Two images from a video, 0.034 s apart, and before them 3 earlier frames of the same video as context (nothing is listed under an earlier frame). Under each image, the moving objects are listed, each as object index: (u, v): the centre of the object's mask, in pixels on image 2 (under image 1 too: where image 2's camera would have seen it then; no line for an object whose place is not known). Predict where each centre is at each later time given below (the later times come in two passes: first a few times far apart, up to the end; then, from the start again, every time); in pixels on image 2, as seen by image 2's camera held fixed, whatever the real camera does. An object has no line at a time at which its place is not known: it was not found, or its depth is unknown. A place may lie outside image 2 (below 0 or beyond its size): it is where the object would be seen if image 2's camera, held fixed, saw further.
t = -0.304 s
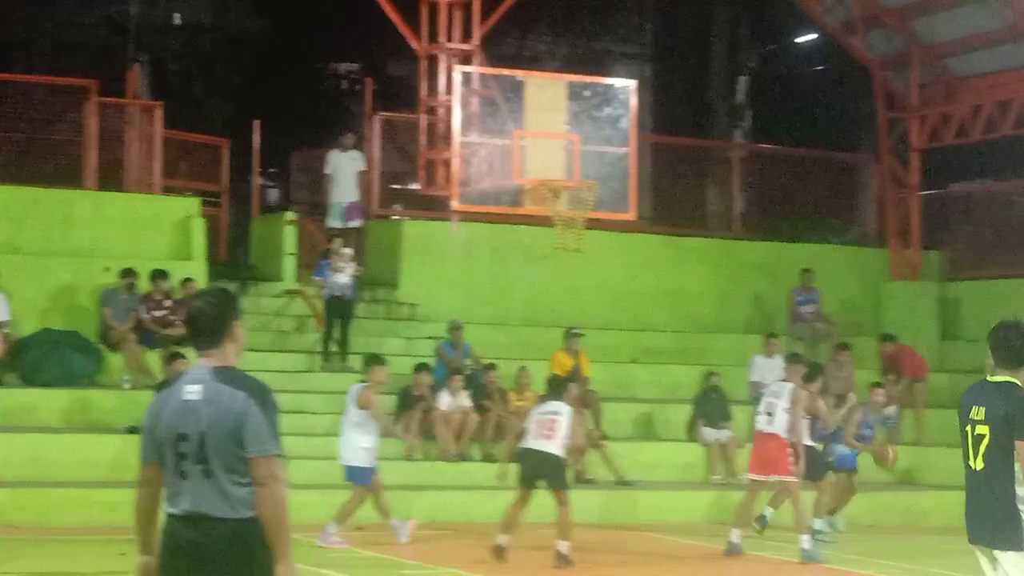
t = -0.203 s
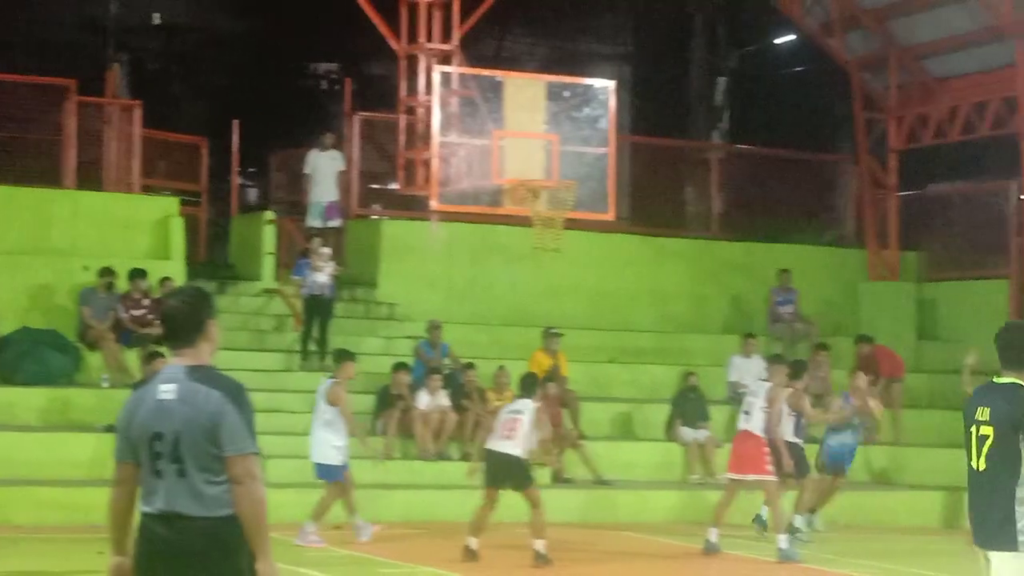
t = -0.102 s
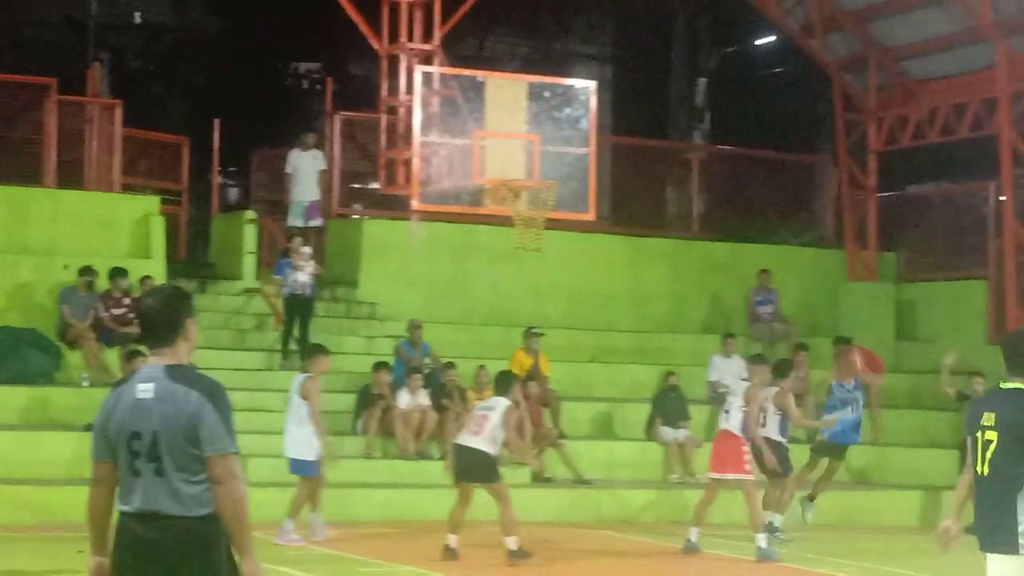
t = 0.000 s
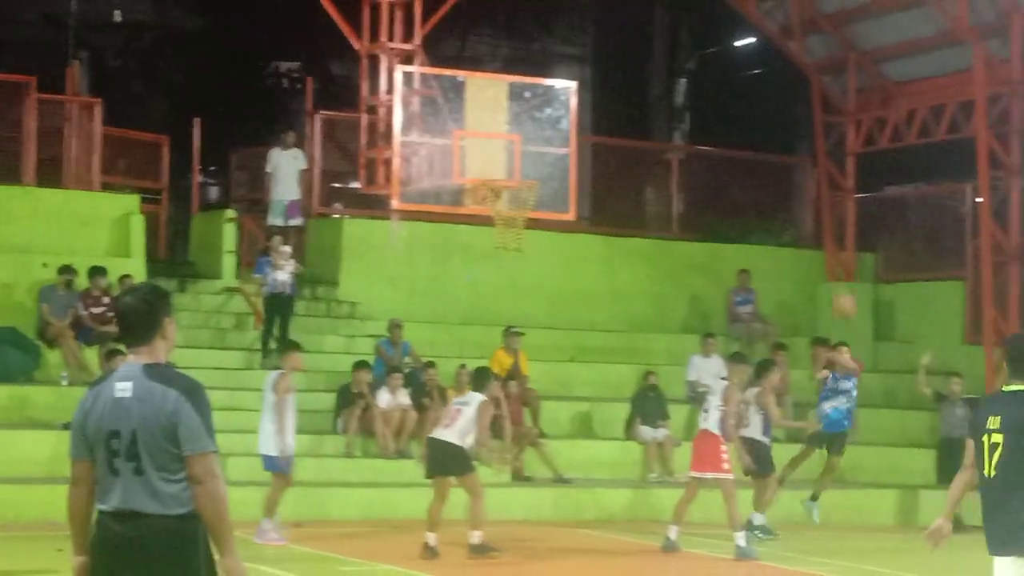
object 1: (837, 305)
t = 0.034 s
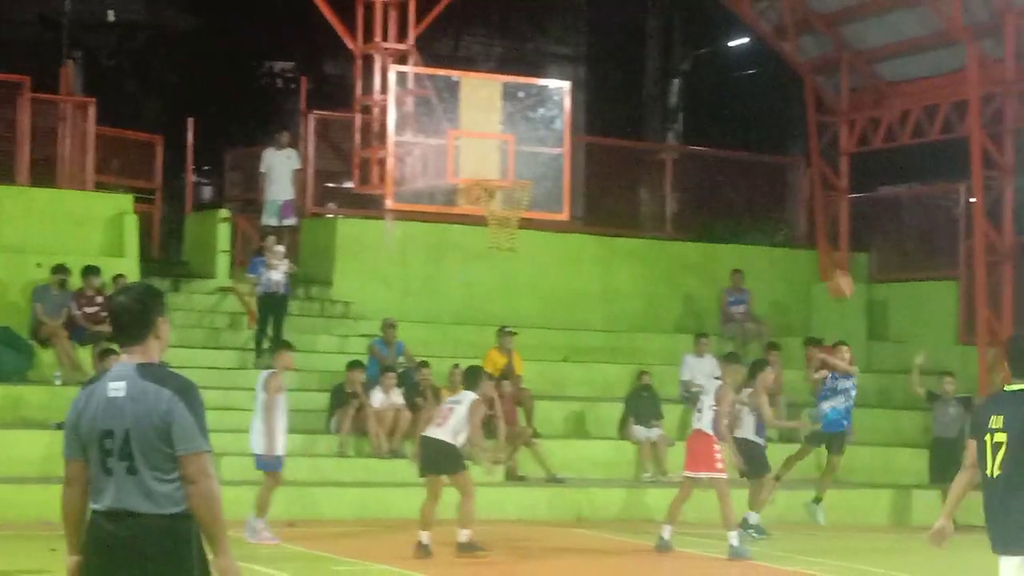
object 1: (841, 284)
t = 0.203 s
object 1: (864, 206)
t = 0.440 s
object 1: (903, 127)
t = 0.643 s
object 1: (945, 106)
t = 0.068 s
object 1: (843, 267)
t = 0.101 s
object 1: (849, 252)
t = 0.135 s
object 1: (854, 236)
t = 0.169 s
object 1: (860, 221)
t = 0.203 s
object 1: (864, 206)
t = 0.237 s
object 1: (869, 192)
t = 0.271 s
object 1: (874, 178)
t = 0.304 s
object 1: (879, 167)
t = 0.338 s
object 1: (885, 155)
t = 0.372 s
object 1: (891, 145)
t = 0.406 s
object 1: (896, 135)
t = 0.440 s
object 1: (903, 127)
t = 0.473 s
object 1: (909, 120)
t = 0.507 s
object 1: (917, 114)
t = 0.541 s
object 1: (923, 110)
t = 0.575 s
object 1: (930, 107)
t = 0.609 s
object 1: (938, 105)
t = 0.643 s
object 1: (945, 106)
